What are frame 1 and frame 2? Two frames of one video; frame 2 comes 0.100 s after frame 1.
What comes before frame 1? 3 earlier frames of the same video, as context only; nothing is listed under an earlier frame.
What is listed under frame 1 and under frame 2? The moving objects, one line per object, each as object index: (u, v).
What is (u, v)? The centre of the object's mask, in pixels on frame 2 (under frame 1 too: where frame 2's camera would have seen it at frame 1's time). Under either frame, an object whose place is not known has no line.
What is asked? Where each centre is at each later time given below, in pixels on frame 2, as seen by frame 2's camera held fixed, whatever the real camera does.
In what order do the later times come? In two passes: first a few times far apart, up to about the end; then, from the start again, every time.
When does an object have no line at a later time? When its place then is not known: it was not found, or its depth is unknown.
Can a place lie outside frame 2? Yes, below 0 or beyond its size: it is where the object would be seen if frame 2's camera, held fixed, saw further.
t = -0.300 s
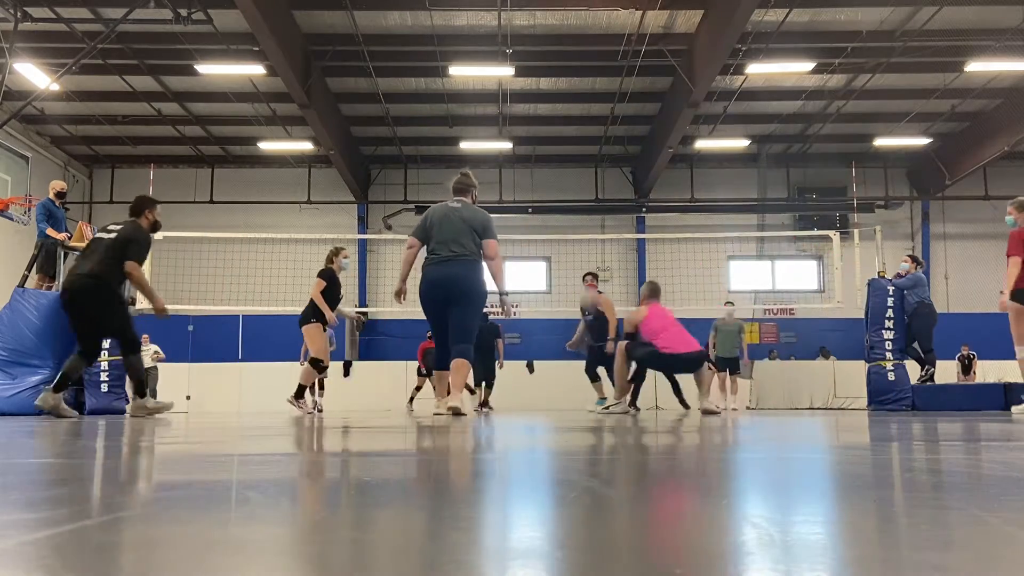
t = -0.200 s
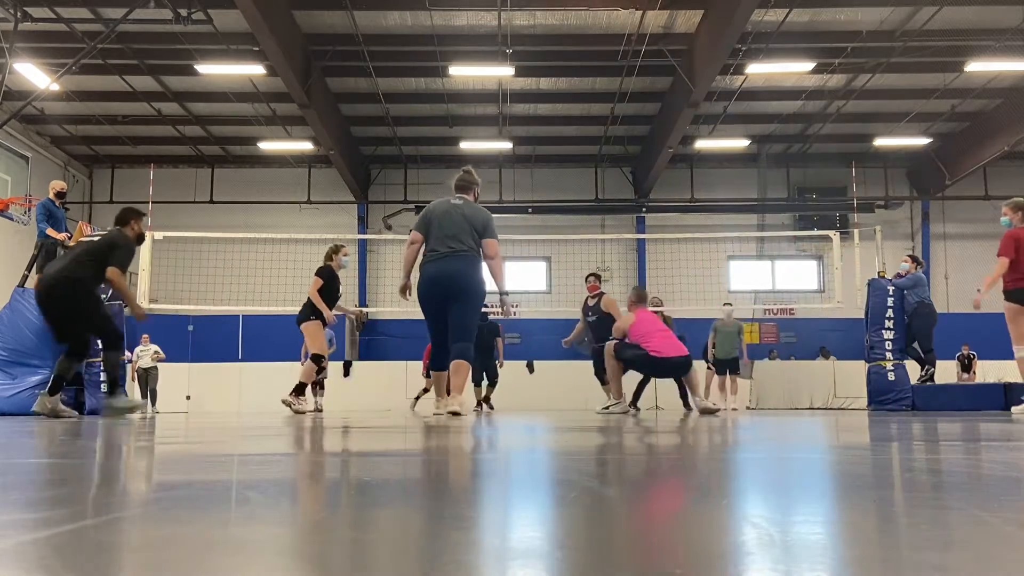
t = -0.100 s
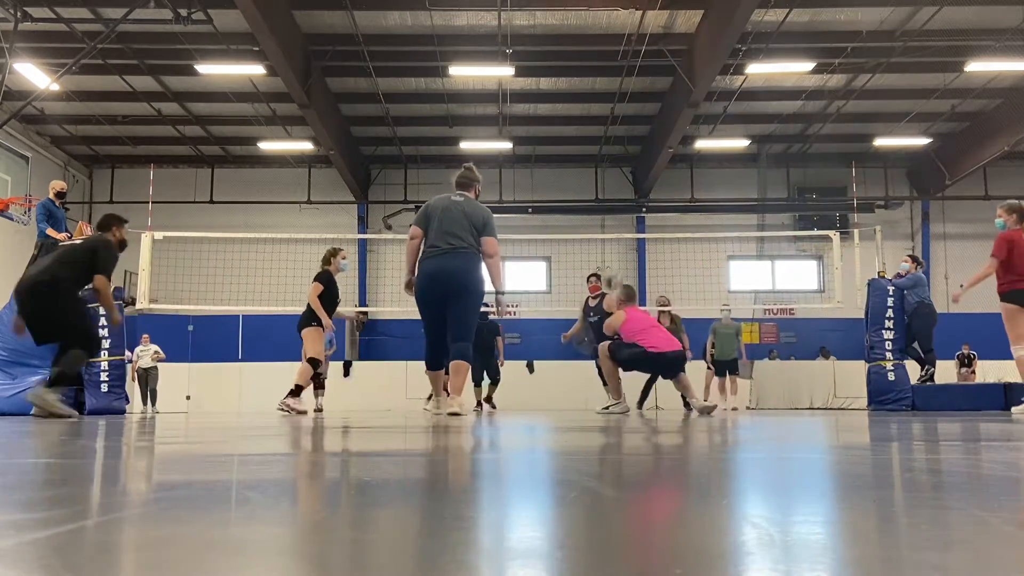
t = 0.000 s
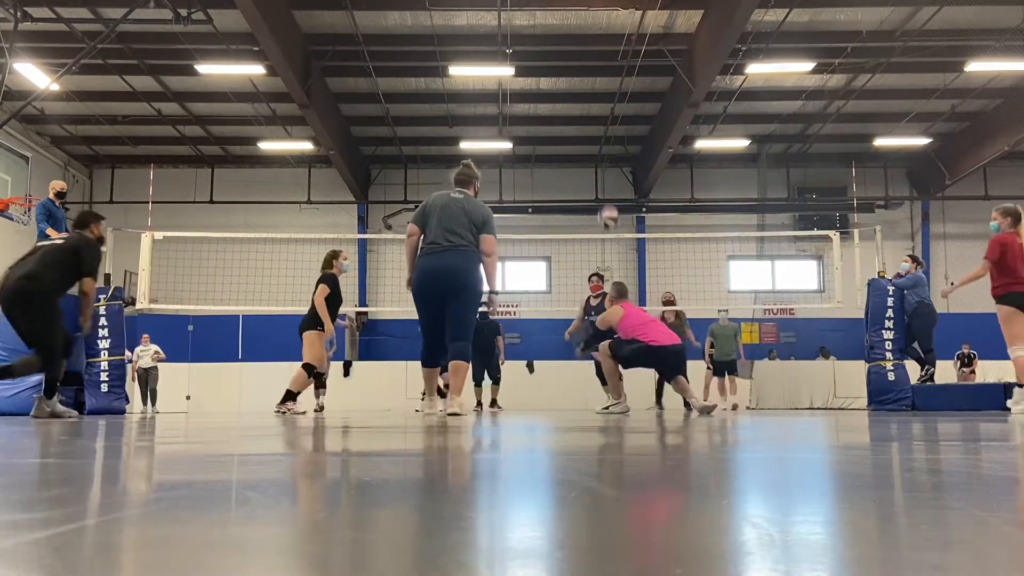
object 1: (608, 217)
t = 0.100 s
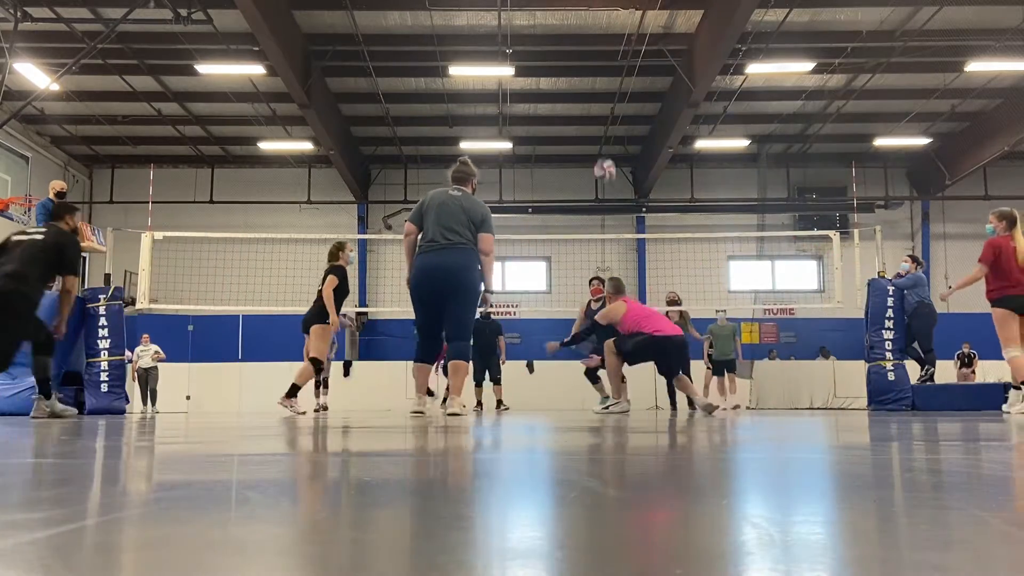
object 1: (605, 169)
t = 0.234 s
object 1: (601, 124)
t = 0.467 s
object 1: (595, 89)
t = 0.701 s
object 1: (591, 101)
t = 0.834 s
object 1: (589, 130)
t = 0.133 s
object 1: (604, 157)
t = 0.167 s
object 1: (603, 145)
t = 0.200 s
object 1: (602, 134)
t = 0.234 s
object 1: (601, 124)
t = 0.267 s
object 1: (600, 116)
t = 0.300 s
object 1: (600, 109)
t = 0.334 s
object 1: (599, 102)
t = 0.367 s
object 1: (597, 97)
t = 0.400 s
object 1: (597, 94)
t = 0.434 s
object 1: (596, 91)
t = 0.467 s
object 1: (595, 89)
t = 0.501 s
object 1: (595, 88)
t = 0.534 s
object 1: (594, 88)
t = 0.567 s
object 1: (593, 89)
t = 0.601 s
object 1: (593, 91)
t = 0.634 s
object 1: (592, 93)
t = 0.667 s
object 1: (591, 97)
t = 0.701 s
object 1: (591, 101)
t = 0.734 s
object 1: (590, 107)
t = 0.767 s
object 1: (590, 114)
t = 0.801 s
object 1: (589, 121)
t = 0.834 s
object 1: (589, 130)
